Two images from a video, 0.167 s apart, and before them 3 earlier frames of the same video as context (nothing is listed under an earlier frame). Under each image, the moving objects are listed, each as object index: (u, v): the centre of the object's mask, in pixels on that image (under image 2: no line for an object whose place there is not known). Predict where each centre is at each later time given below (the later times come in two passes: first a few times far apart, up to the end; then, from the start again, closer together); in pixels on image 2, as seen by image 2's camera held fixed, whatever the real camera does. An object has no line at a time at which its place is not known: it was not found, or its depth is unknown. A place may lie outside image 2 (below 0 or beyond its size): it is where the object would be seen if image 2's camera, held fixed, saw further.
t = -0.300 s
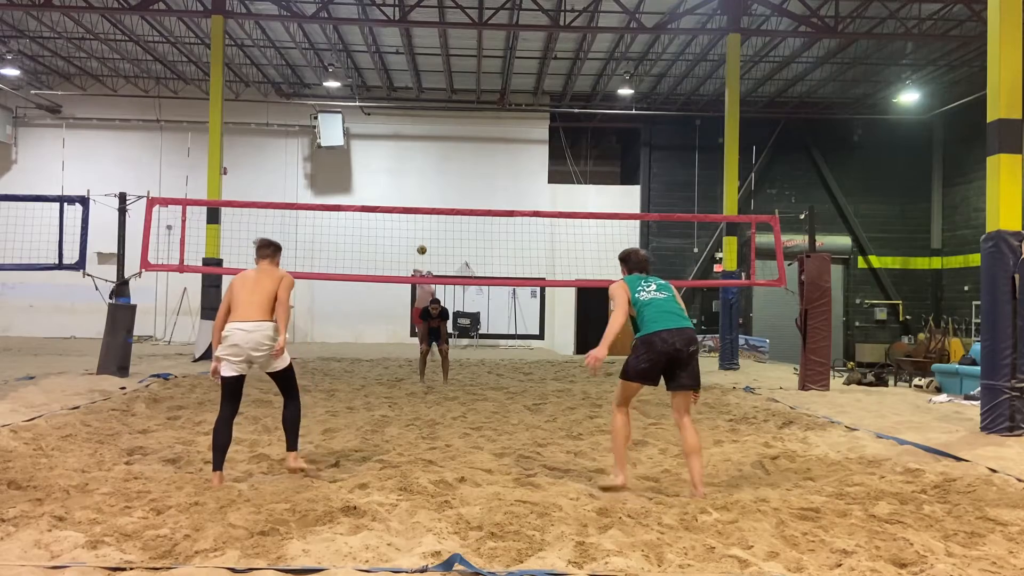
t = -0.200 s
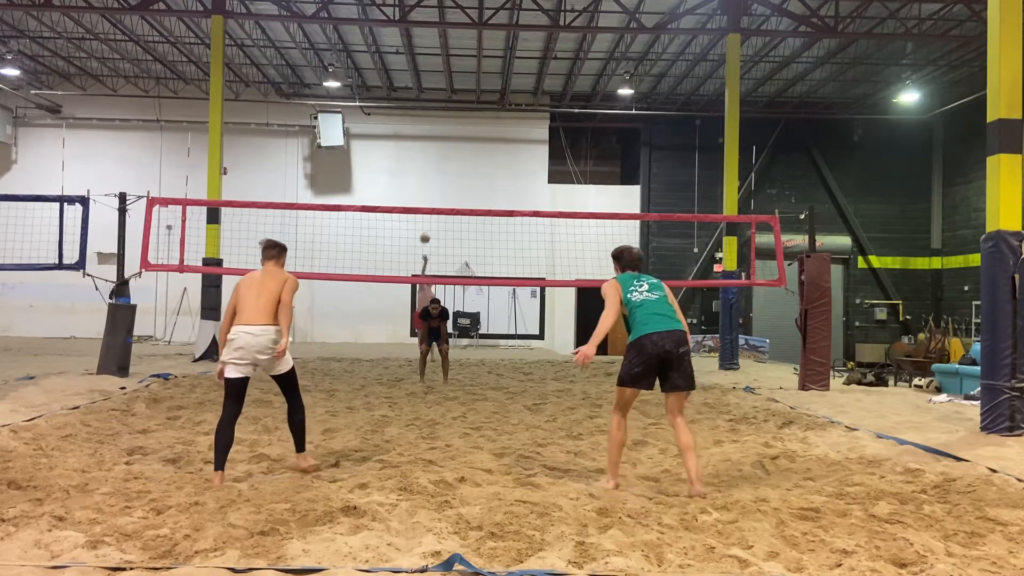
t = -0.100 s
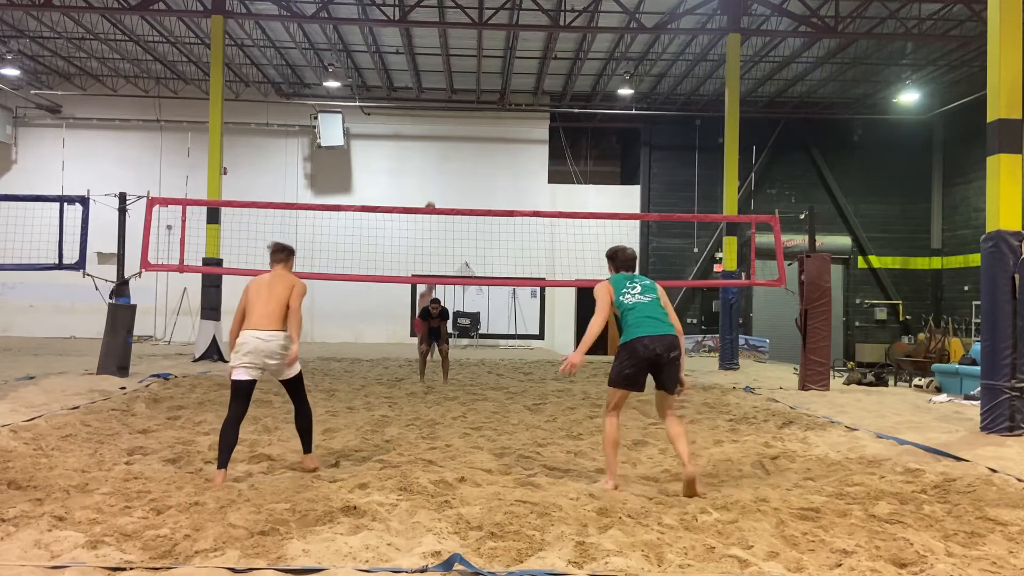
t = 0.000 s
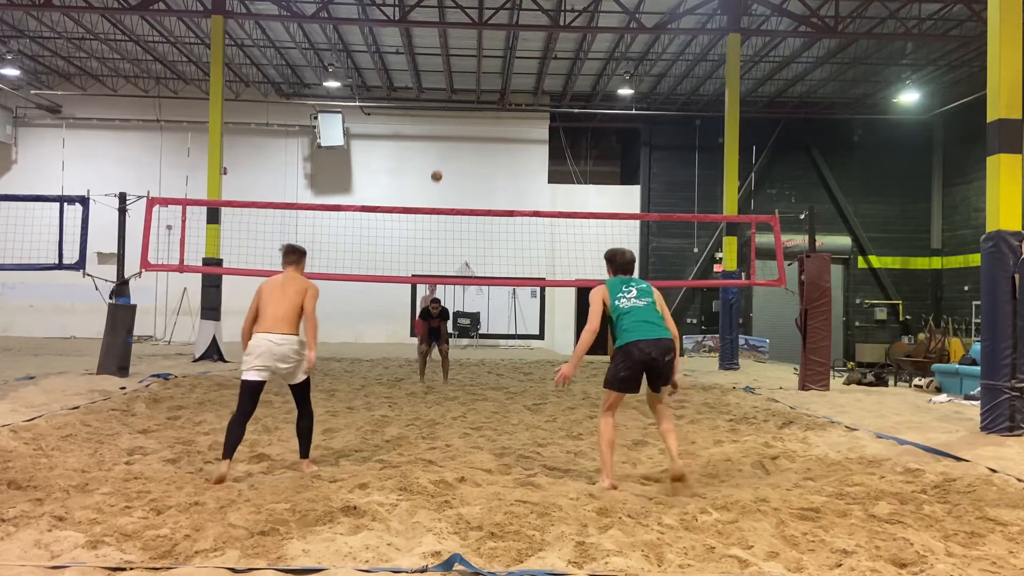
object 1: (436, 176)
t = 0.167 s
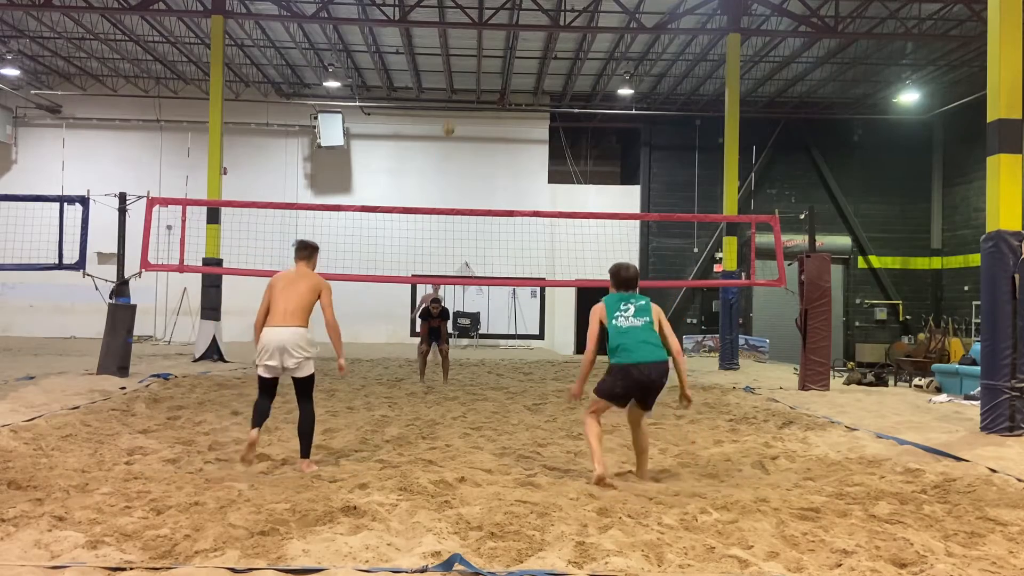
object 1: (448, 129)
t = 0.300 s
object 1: (461, 95)
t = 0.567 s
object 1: (494, 48)
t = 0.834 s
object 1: (540, 56)
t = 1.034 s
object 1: (594, 122)
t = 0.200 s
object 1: (451, 119)
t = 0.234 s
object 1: (453, 111)
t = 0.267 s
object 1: (457, 103)
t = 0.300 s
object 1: (461, 95)
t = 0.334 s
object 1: (464, 87)
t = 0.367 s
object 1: (468, 81)
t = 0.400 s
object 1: (473, 74)
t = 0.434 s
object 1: (477, 67)
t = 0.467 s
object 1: (481, 62)
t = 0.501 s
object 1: (486, 56)
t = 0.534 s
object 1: (489, 50)
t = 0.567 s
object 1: (494, 48)
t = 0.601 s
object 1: (499, 46)
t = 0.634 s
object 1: (504, 44)
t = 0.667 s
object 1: (508, 43)
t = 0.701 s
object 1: (514, 43)
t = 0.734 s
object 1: (520, 44)
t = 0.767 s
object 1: (527, 47)
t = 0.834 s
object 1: (540, 56)
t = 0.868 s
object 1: (548, 63)
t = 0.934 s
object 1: (564, 81)
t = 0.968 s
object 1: (574, 92)
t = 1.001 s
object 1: (584, 106)
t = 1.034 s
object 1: (594, 122)
